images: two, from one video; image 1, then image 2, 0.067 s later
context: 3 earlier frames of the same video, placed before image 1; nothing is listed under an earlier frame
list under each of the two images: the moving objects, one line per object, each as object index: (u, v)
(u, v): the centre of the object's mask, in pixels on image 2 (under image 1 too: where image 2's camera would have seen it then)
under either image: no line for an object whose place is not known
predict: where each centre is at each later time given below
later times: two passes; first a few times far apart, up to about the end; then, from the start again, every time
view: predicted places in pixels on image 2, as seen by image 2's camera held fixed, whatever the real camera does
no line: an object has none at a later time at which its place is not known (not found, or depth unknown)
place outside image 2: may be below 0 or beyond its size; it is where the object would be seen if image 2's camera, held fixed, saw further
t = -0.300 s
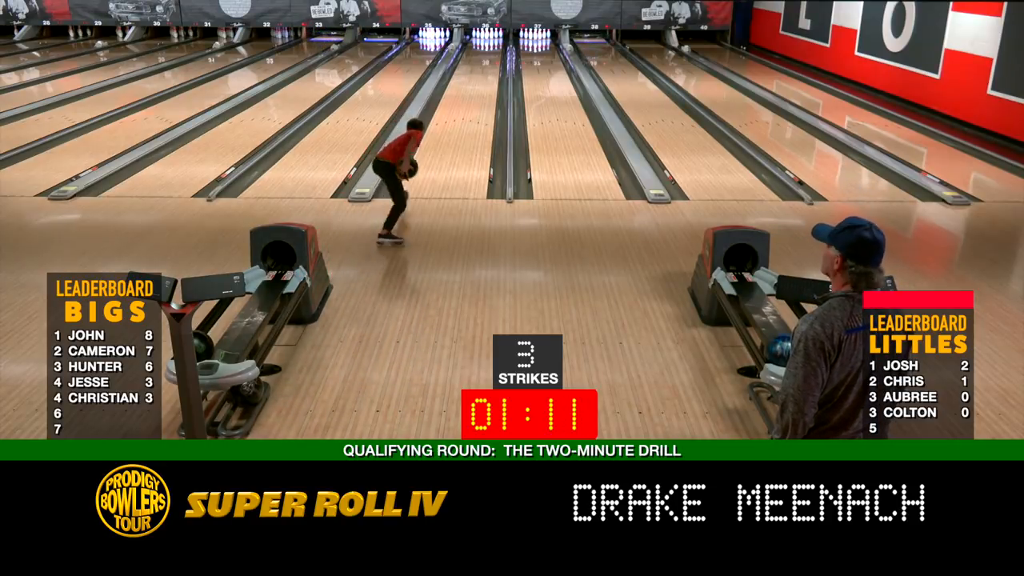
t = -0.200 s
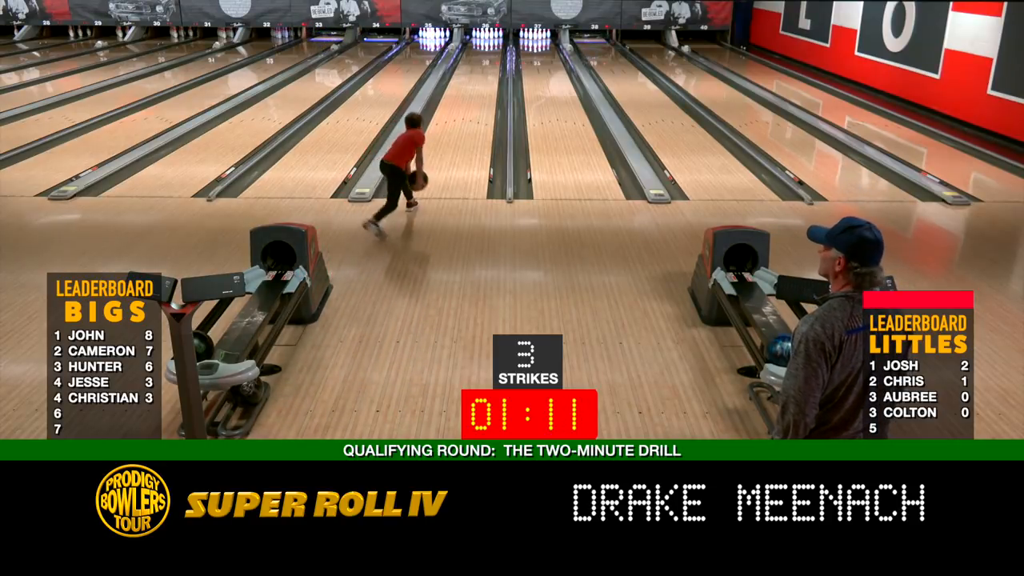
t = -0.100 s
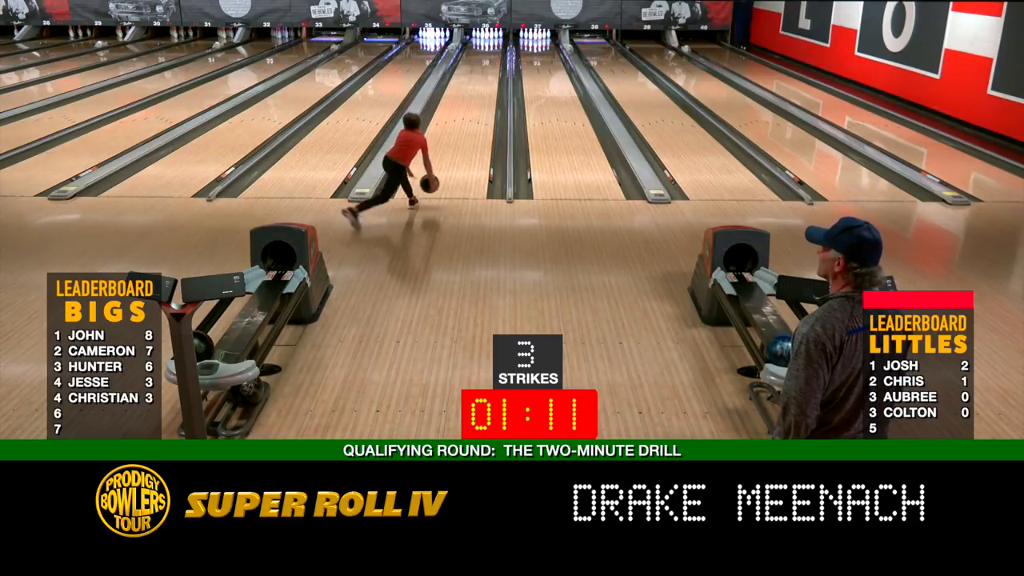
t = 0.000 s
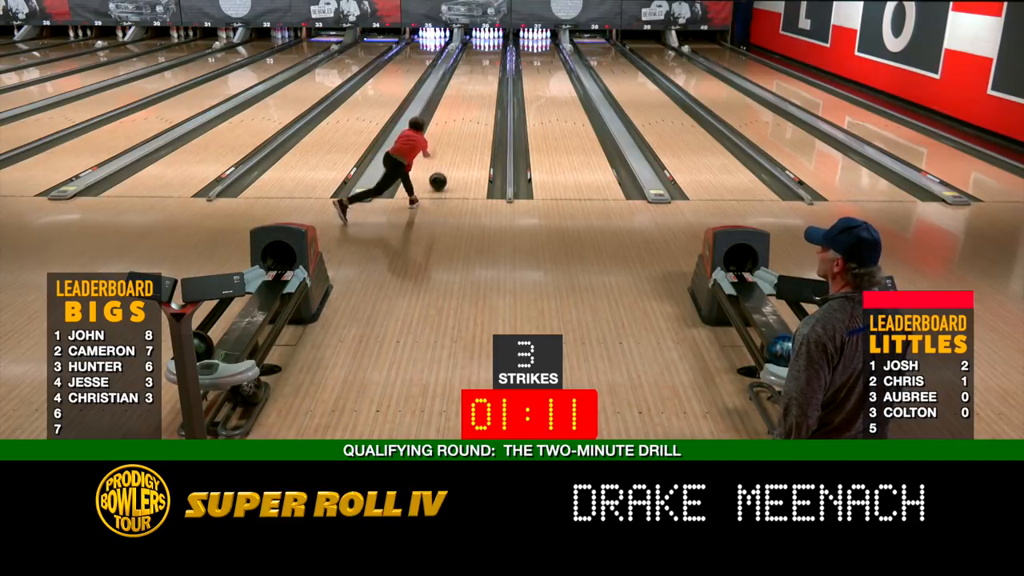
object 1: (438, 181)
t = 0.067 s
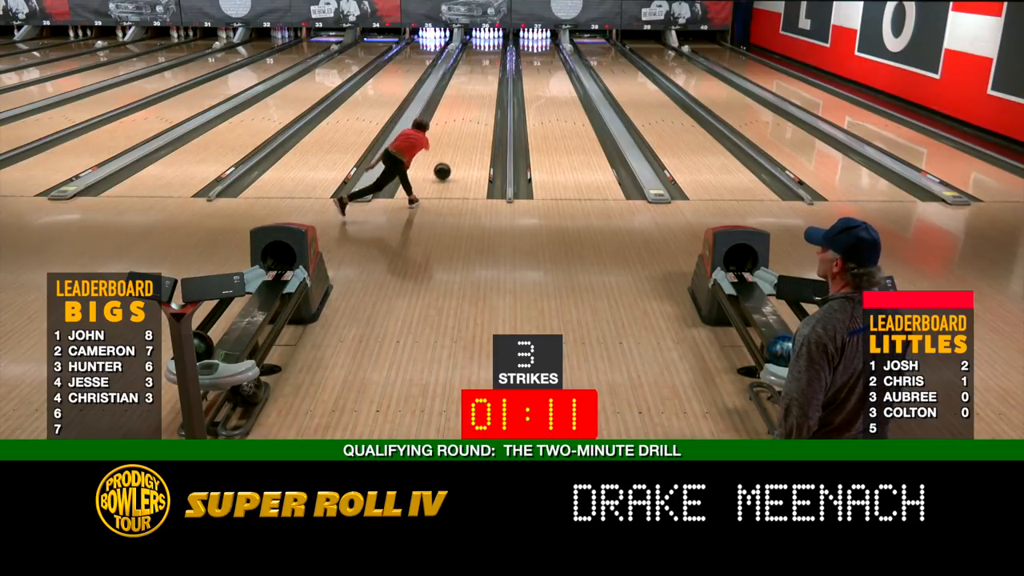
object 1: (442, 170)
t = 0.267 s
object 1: (453, 150)
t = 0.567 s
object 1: (466, 123)
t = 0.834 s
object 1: (474, 106)
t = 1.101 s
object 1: (480, 91)
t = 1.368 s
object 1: (486, 79)
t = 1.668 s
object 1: (490, 69)
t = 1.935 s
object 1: (492, 61)
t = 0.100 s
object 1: (444, 167)
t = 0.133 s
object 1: (446, 164)
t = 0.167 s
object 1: (448, 160)
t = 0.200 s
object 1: (450, 156)
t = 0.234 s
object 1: (452, 153)
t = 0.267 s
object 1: (453, 150)
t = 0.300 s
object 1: (455, 145)
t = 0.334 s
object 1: (457, 143)
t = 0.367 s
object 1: (458, 139)
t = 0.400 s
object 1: (460, 137)
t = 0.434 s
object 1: (461, 134)
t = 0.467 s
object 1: (462, 131)
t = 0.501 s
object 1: (463, 128)
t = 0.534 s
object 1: (465, 126)
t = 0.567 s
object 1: (466, 123)
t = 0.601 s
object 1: (467, 121)
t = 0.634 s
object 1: (468, 119)
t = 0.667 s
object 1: (469, 116)
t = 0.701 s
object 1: (470, 114)
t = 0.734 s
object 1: (472, 112)
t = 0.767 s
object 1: (472, 110)
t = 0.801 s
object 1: (473, 108)
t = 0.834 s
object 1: (474, 106)
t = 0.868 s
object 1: (475, 104)
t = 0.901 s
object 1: (476, 102)
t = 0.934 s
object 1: (477, 100)
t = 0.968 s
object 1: (477, 98)
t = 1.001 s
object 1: (478, 97)
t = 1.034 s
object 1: (479, 94)
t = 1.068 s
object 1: (480, 93)
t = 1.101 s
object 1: (480, 91)
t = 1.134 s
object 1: (481, 90)
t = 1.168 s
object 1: (482, 88)
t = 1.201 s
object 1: (483, 86)
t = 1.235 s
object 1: (483, 85)
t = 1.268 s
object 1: (484, 84)
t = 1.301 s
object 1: (485, 82)
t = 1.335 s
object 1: (485, 81)
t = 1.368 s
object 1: (486, 79)
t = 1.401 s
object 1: (486, 78)
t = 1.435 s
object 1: (487, 77)
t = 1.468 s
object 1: (487, 76)
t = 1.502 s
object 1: (487, 74)
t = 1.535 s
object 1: (488, 73)
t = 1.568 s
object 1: (488, 72)
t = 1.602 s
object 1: (489, 71)
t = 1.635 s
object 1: (489, 70)
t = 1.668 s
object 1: (490, 69)
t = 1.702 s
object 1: (490, 68)
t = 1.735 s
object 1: (490, 67)
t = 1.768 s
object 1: (490, 66)
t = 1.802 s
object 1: (491, 64)
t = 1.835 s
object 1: (491, 64)
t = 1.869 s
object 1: (491, 63)
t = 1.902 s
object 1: (492, 62)
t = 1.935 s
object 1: (492, 61)
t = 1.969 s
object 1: (492, 60)
